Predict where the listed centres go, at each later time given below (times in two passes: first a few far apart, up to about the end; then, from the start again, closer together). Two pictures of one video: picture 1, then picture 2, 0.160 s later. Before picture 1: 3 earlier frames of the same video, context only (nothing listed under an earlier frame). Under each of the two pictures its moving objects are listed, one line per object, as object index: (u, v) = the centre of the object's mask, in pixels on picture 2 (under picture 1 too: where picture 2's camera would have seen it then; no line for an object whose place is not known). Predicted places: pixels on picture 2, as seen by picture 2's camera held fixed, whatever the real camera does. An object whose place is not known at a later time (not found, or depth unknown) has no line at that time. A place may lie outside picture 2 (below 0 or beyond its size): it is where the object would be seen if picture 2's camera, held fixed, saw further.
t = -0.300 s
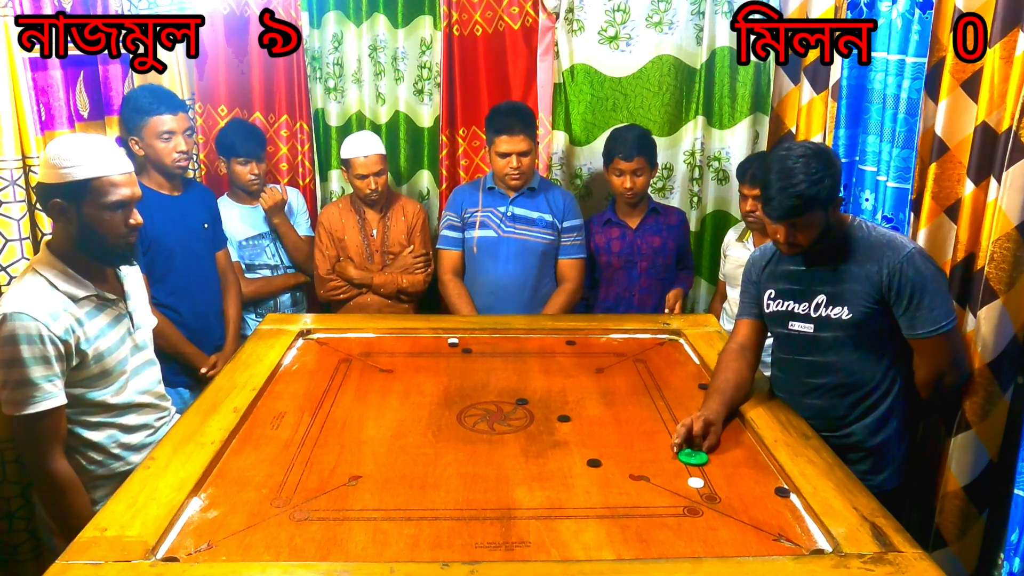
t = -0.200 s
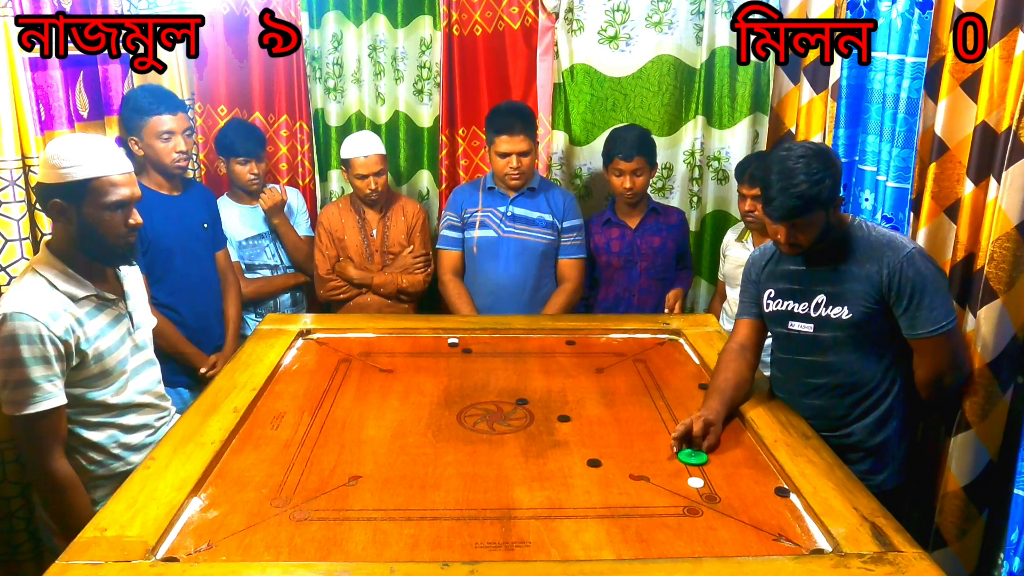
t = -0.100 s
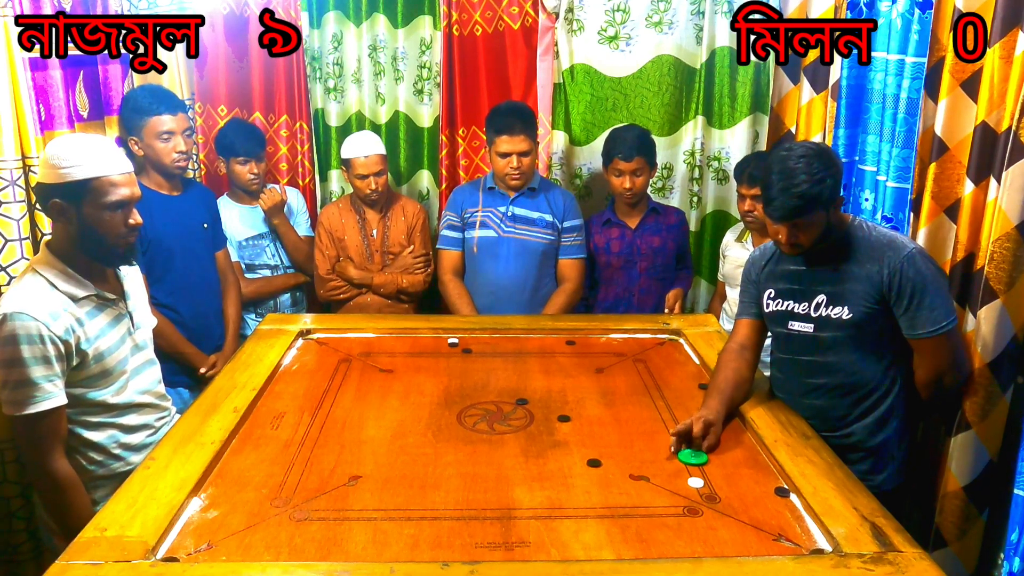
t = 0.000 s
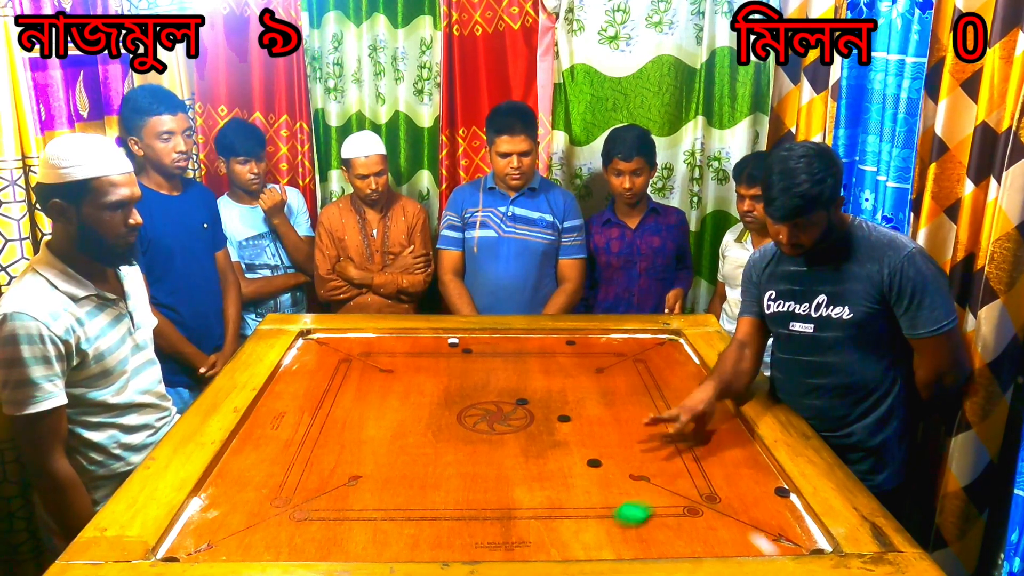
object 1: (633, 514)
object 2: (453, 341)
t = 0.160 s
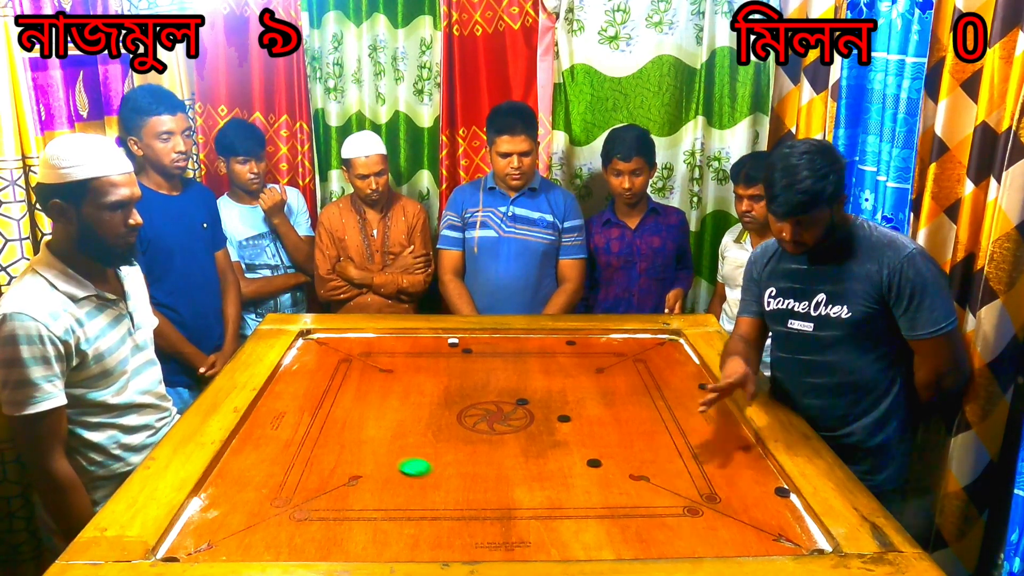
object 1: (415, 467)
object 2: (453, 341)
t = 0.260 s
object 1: (321, 418)
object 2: (453, 342)
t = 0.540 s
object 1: (428, 339)
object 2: (453, 342)
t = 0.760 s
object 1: (484, 356)
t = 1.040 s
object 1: (536, 375)
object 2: (695, 366)
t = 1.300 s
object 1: (577, 388)
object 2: (696, 367)
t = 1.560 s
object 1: (607, 397)
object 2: (696, 367)
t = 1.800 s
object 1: (626, 401)
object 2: (696, 368)
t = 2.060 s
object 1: (633, 402)
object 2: (696, 367)
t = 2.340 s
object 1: (632, 402)
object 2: (696, 368)
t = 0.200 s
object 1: (374, 446)
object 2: (453, 342)
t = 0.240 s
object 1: (337, 427)
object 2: (453, 342)
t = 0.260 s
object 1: (321, 418)
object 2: (453, 342)
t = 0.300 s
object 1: (289, 402)
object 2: (453, 342)
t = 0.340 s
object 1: (292, 388)
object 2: (453, 342)
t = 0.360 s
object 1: (309, 382)
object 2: (453, 342)
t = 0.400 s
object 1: (339, 370)
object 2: (453, 342)
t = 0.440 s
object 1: (367, 360)
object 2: (453, 342)
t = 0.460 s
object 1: (380, 356)
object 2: (453, 342)
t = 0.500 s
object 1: (405, 347)
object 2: (453, 342)
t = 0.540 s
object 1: (428, 339)
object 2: (453, 342)
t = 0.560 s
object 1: (438, 339)
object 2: (454, 342)
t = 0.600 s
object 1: (449, 343)
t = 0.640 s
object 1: (459, 346)
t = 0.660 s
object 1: (463, 348)
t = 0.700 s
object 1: (471, 351)
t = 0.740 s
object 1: (479, 354)
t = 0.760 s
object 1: (484, 356)
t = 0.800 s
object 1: (492, 359)
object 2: (684, 358)
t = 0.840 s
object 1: (500, 362)
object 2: (693, 359)
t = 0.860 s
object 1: (504, 363)
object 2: (693, 360)
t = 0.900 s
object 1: (511, 366)
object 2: (695, 364)
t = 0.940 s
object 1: (519, 368)
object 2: (694, 364)
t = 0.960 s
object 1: (522, 370)
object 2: (694, 365)
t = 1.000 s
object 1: (530, 372)
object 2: (695, 365)
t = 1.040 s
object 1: (536, 375)
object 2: (695, 366)
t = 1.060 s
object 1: (540, 376)
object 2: (696, 366)
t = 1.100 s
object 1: (546, 378)
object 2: (696, 367)
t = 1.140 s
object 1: (553, 380)
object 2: (696, 367)
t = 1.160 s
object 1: (556, 382)
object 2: (696, 367)
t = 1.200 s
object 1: (562, 384)
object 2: (696, 367)
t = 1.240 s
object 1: (568, 385)
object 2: (696, 367)
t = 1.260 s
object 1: (571, 386)
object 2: (696, 367)
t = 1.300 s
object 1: (577, 388)
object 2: (696, 367)
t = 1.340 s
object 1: (582, 390)
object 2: (696, 367)
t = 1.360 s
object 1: (584, 391)
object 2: (696, 367)
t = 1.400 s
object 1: (590, 392)
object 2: (696, 367)
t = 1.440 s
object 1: (594, 393)
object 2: (696, 367)
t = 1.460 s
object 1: (596, 394)
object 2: (696, 367)
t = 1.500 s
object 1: (601, 396)
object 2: (696, 367)
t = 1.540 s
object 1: (605, 397)
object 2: (696, 367)
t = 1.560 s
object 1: (607, 397)
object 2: (696, 367)
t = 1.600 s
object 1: (611, 398)
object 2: (696, 367)
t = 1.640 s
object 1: (615, 399)
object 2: (696, 367)
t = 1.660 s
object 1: (616, 399)
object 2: (696, 368)
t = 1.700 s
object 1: (619, 400)
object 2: (696, 367)
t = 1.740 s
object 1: (622, 400)
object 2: (696, 368)
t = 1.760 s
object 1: (623, 401)
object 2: (696, 368)
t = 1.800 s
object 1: (626, 401)
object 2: (696, 368)
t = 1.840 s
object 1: (628, 401)
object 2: (696, 368)
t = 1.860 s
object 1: (629, 402)
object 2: (696, 368)
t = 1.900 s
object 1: (630, 402)
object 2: (696, 368)
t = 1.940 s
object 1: (631, 402)
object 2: (696, 368)
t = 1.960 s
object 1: (632, 402)
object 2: (696, 368)
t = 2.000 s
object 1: (633, 402)
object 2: (696, 368)
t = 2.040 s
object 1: (633, 402)
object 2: (696, 368)
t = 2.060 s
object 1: (633, 402)
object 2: (696, 367)
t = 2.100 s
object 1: (633, 402)
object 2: (696, 368)
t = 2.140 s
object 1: (633, 402)
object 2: (696, 368)
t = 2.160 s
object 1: (633, 402)
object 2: (696, 368)
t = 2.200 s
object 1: (633, 402)
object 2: (696, 368)
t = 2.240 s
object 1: (633, 402)
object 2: (696, 368)
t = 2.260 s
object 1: (632, 402)
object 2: (696, 368)
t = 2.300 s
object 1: (632, 402)
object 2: (696, 368)
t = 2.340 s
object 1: (632, 402)
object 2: (696, 368)
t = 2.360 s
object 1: (632, 402)
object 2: (696, 368)
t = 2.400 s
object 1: (632, 402)
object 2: (696, 367)
